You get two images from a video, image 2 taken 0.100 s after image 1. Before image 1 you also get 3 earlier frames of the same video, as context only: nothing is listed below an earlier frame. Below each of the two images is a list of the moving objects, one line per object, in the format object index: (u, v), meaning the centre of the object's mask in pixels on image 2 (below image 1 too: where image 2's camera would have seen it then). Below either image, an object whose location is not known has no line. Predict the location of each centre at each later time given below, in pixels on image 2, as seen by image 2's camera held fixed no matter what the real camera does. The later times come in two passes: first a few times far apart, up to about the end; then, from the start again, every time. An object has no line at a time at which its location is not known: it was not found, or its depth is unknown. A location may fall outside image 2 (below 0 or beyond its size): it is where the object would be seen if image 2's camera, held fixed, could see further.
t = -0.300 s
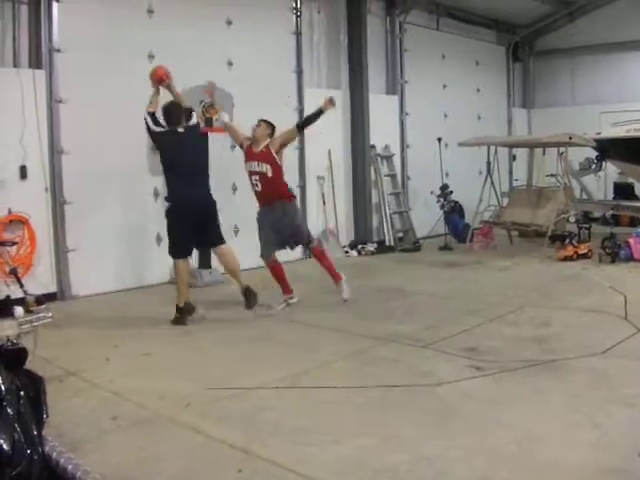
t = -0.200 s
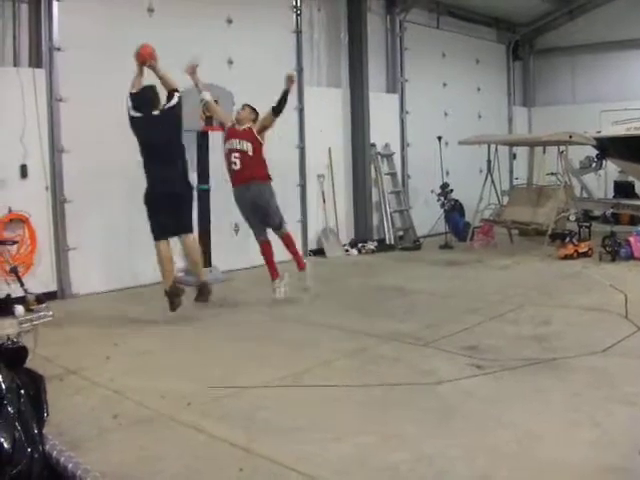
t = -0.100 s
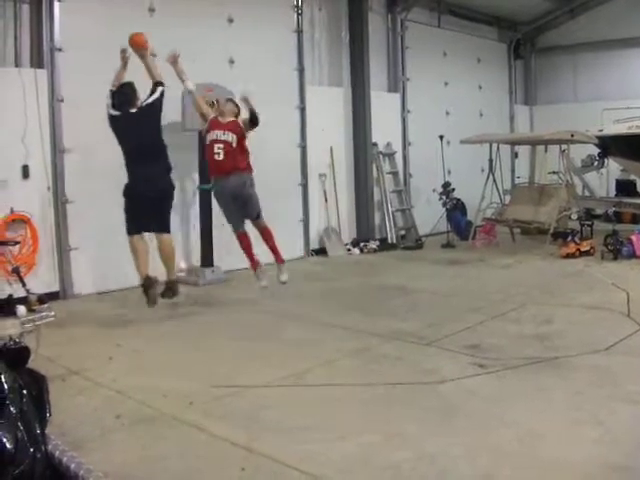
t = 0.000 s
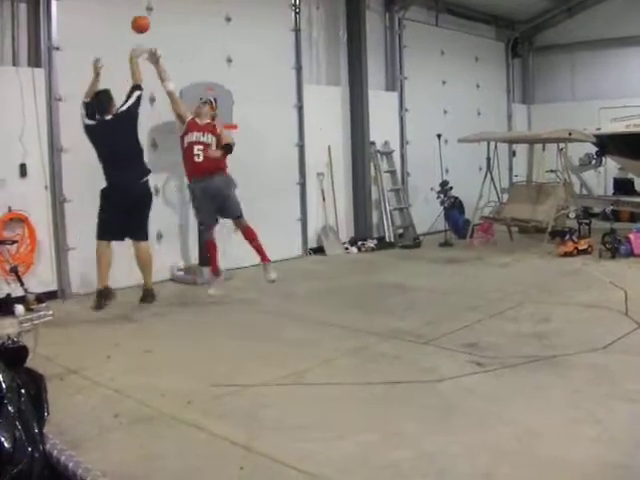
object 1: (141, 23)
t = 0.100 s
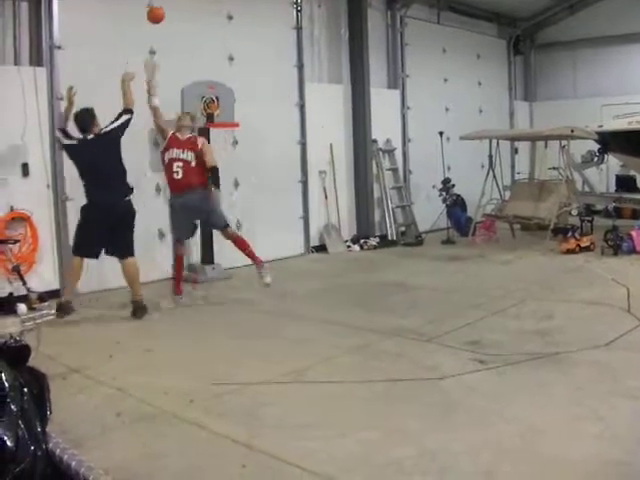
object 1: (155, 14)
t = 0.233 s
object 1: (172, 20)
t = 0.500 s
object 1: (203, 77)
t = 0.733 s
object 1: (213, 146)
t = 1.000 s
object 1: (207, 261)
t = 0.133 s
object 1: (160, 15)
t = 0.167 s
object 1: (164, 15)
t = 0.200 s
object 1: (168, 17)
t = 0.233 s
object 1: (172, 20)
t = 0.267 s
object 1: (176, 25)
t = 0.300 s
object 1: (180, 29)
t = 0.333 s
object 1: (184, 35)
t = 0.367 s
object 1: (188, 42)
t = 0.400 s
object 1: (191, 50)
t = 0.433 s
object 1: (195, 58)
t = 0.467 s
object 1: (199, 68)
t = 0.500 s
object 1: (203, 77)
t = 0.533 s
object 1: (205, 90)
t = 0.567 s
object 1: (210, 93)
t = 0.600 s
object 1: (213, 113)
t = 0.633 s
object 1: (216, 124)
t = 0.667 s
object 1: (215, 132)
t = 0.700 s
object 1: (215, 137)
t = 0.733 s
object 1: (213, 146)
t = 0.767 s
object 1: (211, 156)
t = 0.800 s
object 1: (211, 167)
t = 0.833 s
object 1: (210, 180)
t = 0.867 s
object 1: (209, 192)
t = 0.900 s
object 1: (209, 207)
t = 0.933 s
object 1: (208, 224)
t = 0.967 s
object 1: (208, 241)
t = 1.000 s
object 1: (207, 261)
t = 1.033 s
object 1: (205, 282)
